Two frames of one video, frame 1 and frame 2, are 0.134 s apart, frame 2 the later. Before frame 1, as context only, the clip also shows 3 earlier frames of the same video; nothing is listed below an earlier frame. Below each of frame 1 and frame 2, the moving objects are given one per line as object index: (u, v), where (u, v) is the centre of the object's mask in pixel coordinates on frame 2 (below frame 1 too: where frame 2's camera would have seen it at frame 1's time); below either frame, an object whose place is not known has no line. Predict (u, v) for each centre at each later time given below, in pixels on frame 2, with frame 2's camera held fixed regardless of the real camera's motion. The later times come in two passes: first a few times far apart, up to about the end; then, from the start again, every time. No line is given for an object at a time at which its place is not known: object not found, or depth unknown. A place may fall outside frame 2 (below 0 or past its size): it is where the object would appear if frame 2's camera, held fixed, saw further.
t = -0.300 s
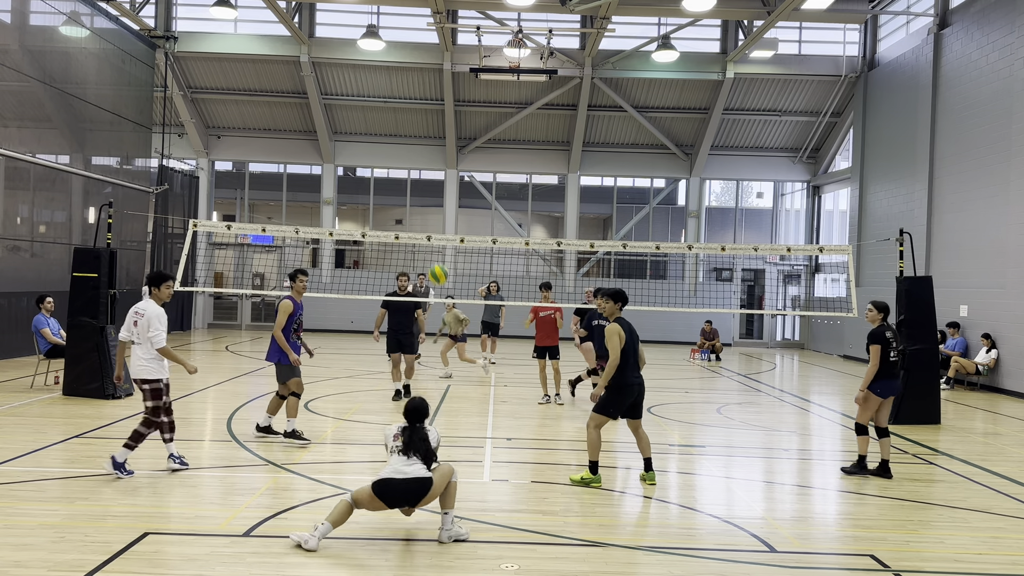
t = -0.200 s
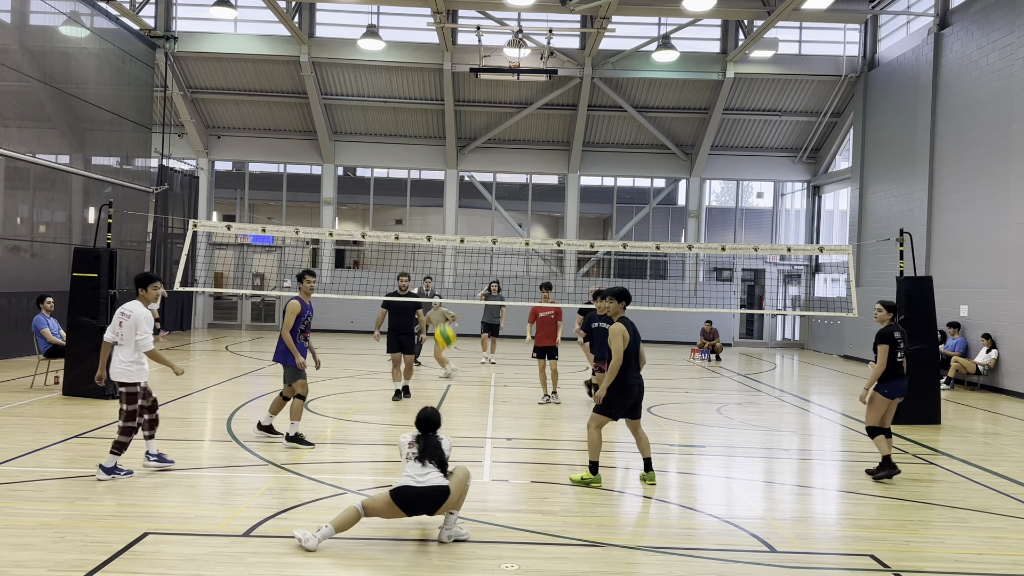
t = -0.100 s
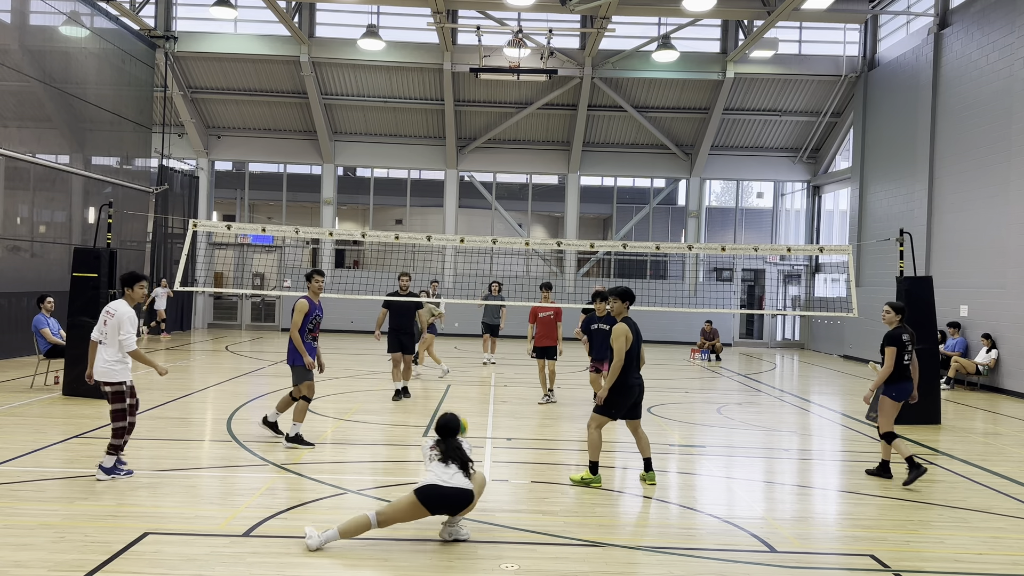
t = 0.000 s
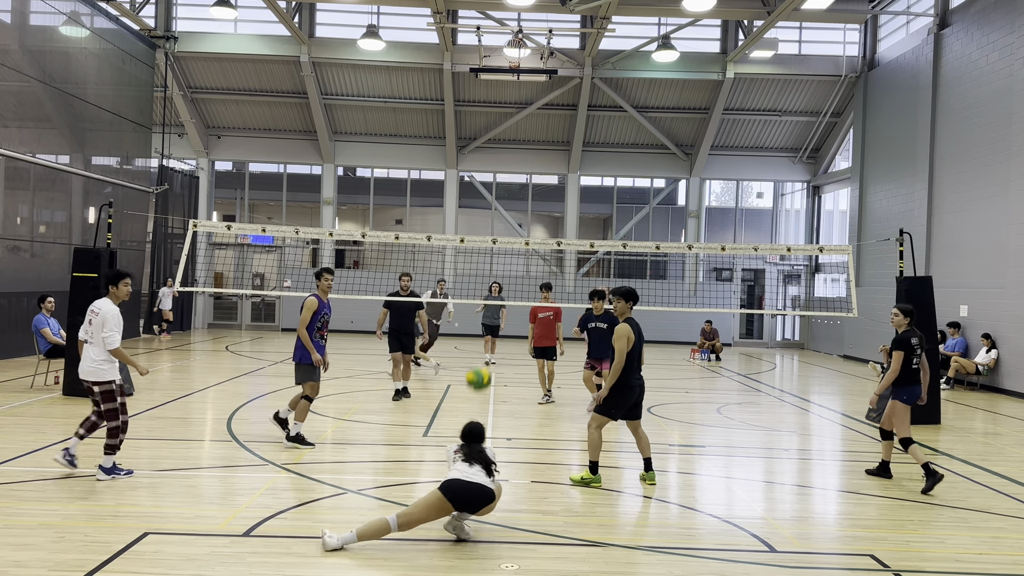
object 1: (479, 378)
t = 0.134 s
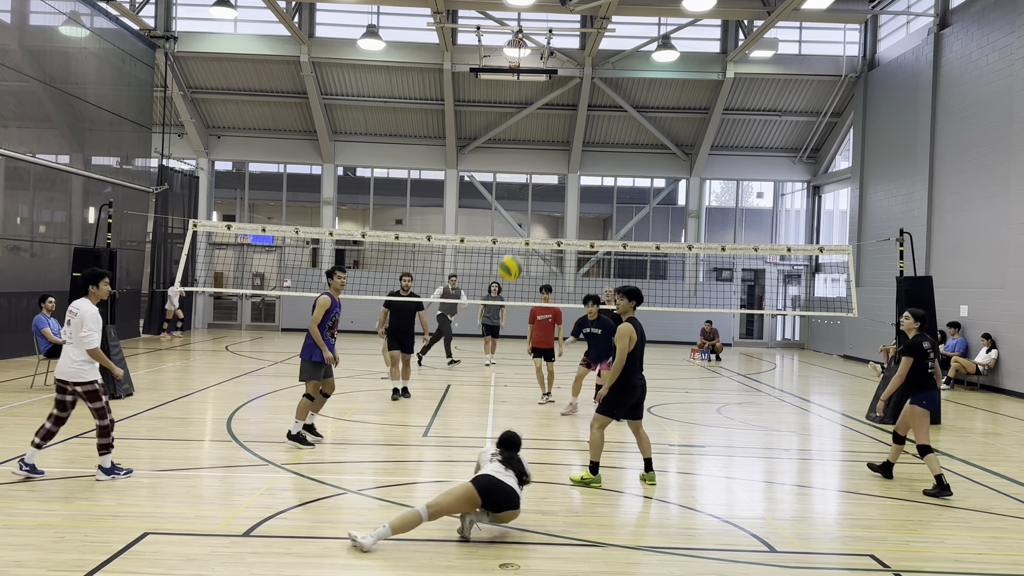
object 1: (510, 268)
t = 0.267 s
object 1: (537, 188)
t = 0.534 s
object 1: (583, 100)
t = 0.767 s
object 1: (614, 89)
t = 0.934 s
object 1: (633, 112)
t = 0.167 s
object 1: (517, 245)
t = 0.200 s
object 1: (524, 224)
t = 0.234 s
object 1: (531, 203)
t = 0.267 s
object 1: (537, 188)
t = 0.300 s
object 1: (544, 170)
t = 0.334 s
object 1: (550, 157)
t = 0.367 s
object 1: (556, 144)
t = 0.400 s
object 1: (562, 132)
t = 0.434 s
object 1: (566, 122)
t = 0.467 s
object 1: (572, 113)
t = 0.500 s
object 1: (578, 106)
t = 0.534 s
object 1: (583, 100)
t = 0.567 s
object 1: (587, 95)
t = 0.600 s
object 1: (592, 91)
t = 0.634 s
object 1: (597, 89)
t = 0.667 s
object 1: (601, 87)
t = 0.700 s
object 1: (605, 87)
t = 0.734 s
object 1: (610, 88)
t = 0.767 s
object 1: (614, 89)
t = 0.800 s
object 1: (618, 92)
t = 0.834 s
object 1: (622, 96)
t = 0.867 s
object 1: (625, 100)
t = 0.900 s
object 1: (629, 106)
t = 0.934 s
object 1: (633, 112)
